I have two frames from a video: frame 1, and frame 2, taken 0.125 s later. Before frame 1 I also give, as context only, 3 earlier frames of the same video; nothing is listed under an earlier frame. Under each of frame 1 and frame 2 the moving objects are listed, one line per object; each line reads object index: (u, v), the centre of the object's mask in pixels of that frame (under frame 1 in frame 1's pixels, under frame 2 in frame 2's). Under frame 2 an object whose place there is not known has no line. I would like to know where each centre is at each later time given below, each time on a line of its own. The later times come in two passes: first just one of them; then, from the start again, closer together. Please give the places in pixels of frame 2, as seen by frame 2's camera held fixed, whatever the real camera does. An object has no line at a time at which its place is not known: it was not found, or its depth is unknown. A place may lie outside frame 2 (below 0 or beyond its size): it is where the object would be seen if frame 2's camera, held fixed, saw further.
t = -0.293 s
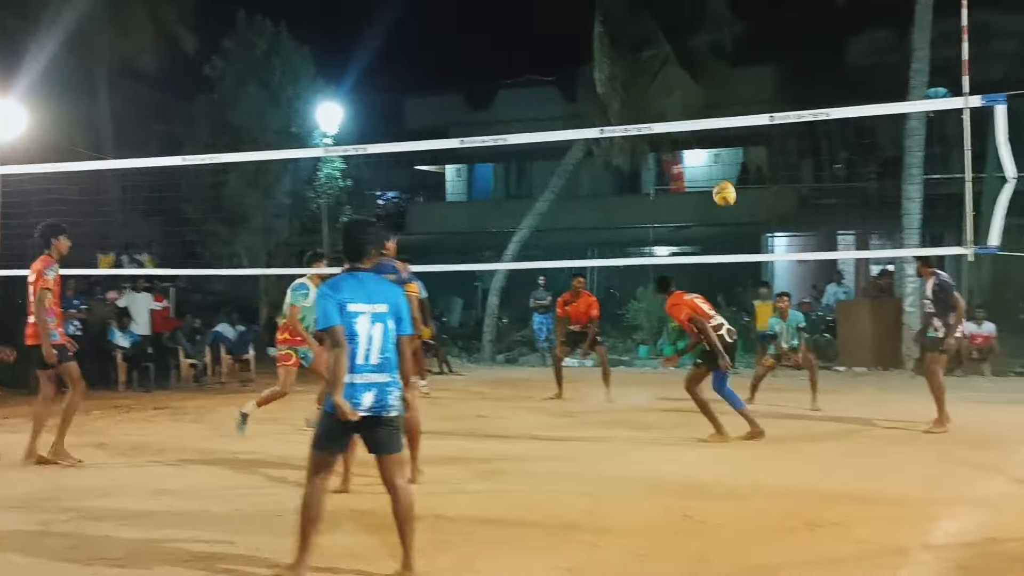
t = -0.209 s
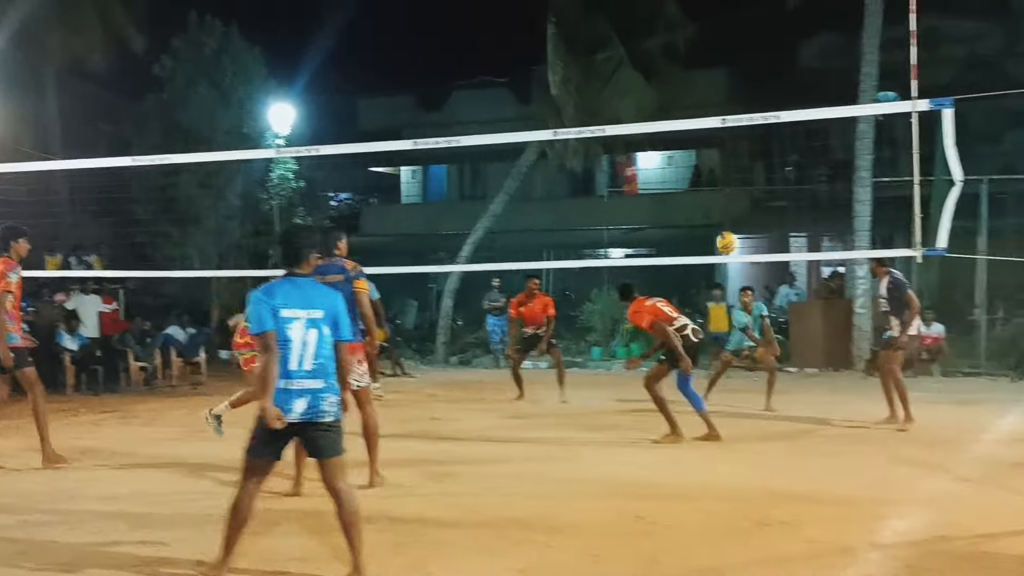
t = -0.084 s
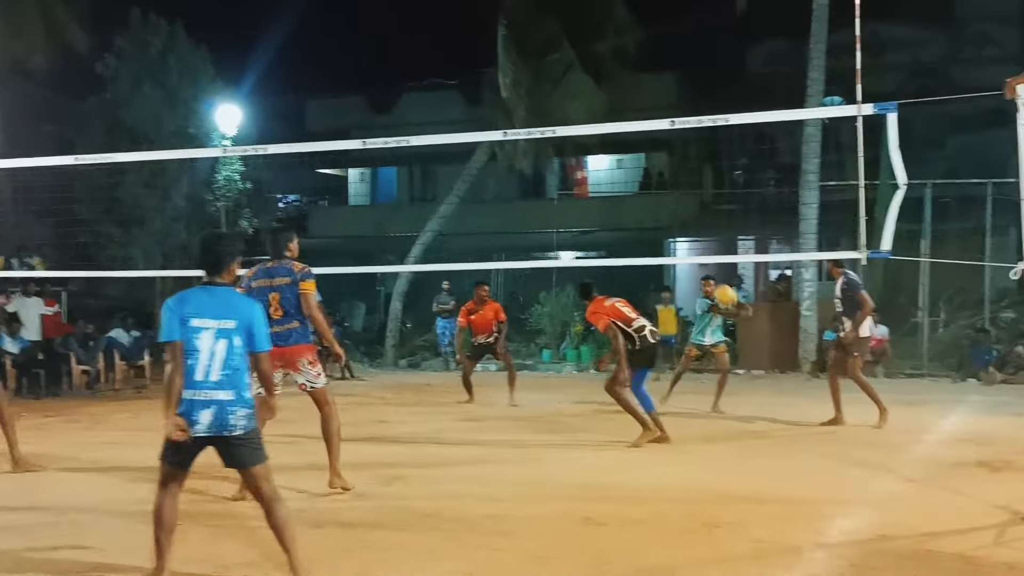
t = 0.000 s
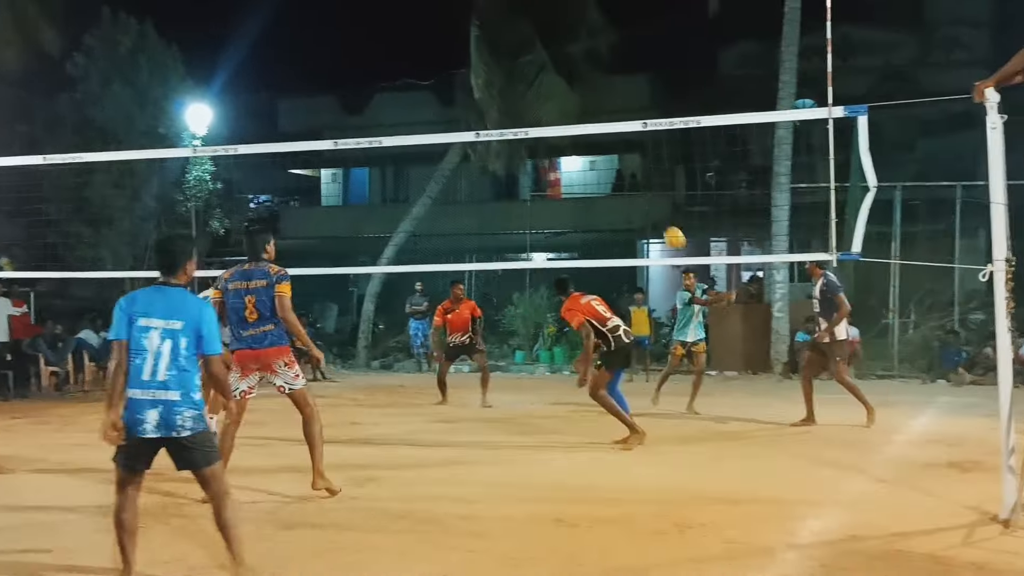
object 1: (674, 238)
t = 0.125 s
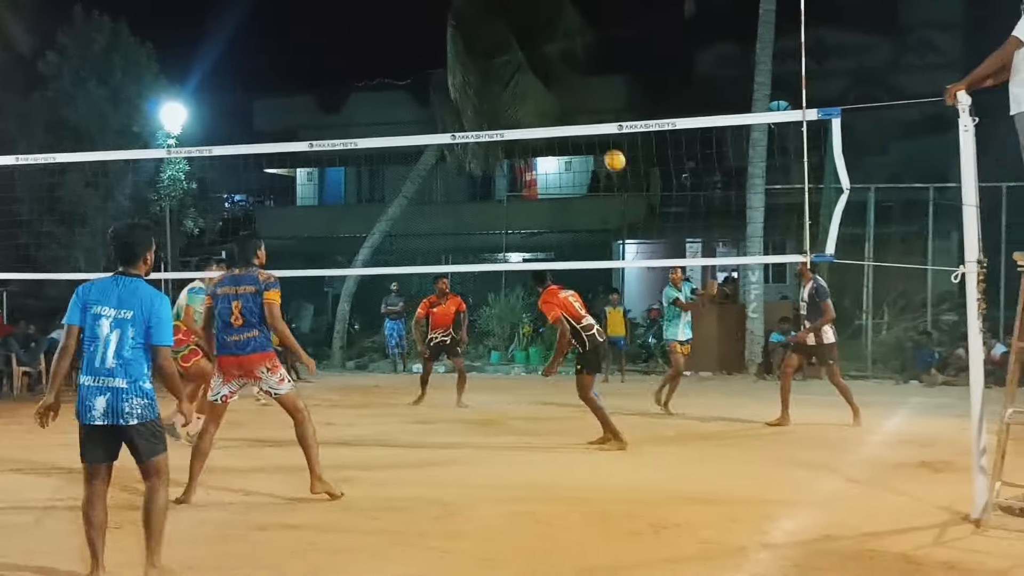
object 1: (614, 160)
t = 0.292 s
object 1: (563, 74)
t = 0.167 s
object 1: (602, 141)
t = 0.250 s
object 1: (576, 94)
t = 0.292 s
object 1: (563, 74)
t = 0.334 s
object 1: (550, 56)
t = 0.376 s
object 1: (538, 40)
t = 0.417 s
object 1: (524, 25)
